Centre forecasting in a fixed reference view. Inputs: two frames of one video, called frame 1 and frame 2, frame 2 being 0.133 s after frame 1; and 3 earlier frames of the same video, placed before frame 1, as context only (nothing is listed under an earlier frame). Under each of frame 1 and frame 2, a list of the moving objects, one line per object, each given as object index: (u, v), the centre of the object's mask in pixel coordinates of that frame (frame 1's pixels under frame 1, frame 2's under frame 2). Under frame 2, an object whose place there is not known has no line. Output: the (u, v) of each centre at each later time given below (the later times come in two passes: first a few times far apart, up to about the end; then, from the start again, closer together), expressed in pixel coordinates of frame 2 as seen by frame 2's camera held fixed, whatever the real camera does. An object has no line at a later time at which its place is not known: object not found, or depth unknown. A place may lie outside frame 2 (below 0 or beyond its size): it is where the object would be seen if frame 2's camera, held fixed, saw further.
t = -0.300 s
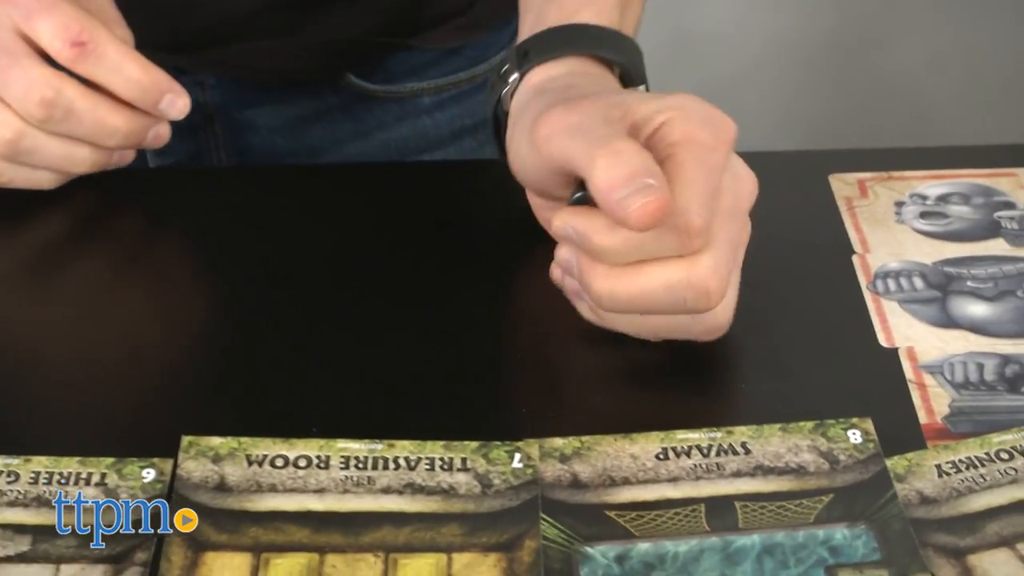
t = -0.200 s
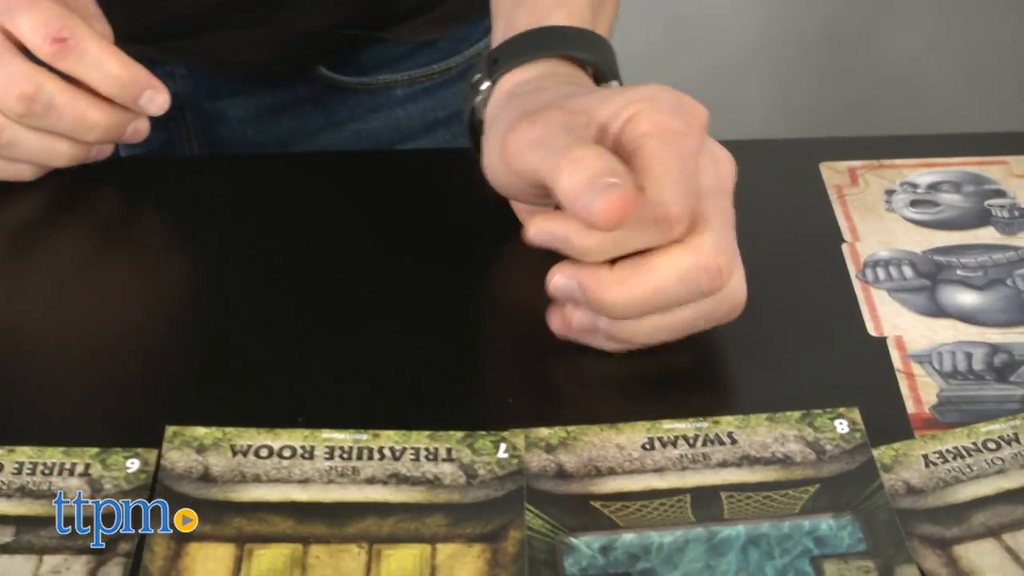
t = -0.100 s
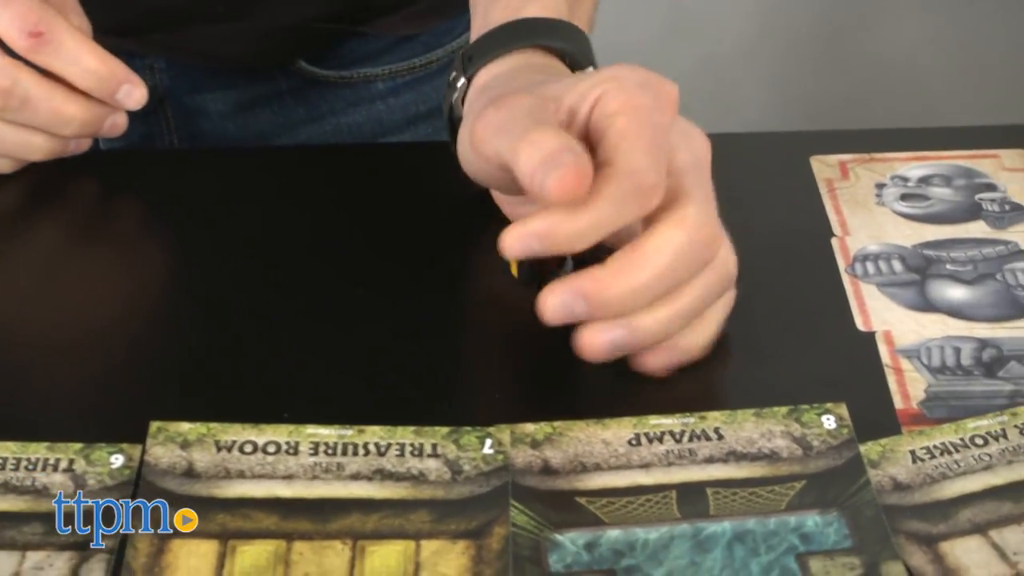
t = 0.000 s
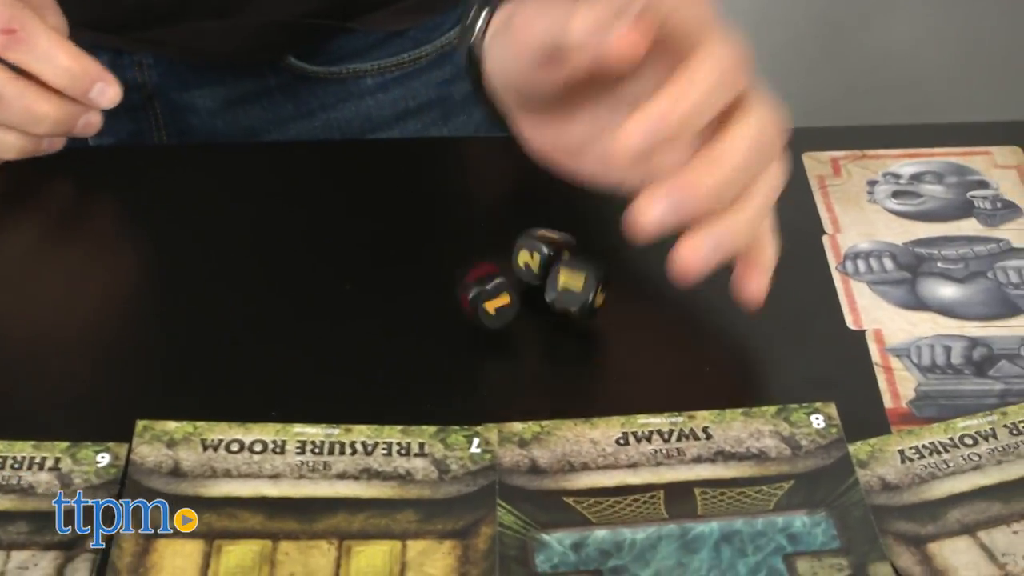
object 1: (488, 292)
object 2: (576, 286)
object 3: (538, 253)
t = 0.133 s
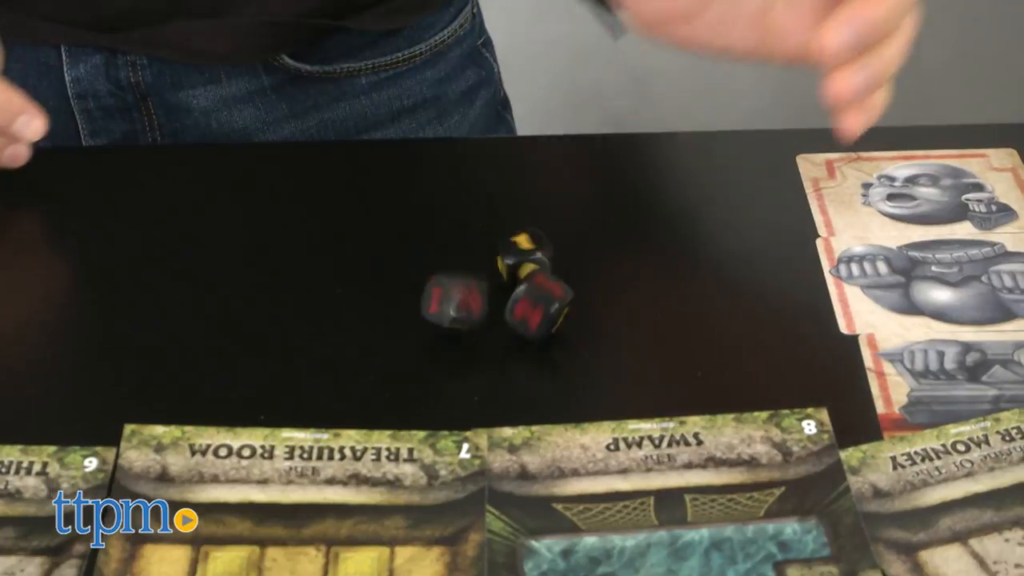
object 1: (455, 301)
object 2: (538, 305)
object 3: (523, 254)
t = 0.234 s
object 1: (446, 314)
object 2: (524, 322)
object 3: (518, 263)
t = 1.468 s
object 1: (345, 351)
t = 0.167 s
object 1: (453, 308)
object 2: (531, 312)
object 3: (519, 256)
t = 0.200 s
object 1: (453, 307)
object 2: (523, 320)
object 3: (517, 263)
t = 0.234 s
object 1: (446, 314)
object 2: (524, 322)
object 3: (518, 263)
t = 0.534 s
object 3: (519, 265)
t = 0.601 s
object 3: (519, 265)
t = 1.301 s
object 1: (345, 351)
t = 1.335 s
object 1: (345, 351)
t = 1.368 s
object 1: (345, 351)
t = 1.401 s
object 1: (345, 351)
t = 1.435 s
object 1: (345, 351)
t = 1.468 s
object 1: (345, 351)
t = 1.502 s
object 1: (344, 351)
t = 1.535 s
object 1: (345, 351)
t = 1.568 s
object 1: (344, 351)
